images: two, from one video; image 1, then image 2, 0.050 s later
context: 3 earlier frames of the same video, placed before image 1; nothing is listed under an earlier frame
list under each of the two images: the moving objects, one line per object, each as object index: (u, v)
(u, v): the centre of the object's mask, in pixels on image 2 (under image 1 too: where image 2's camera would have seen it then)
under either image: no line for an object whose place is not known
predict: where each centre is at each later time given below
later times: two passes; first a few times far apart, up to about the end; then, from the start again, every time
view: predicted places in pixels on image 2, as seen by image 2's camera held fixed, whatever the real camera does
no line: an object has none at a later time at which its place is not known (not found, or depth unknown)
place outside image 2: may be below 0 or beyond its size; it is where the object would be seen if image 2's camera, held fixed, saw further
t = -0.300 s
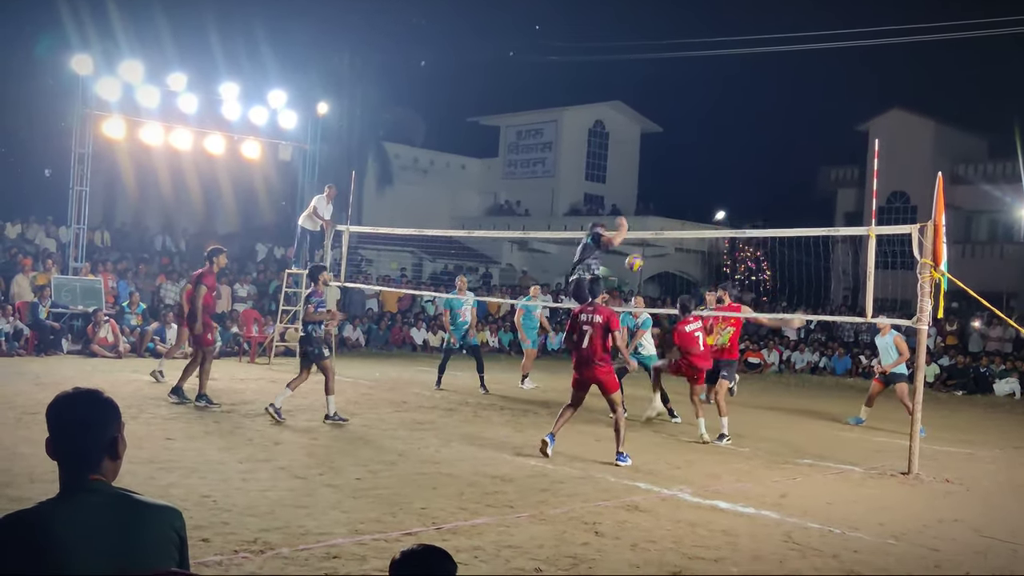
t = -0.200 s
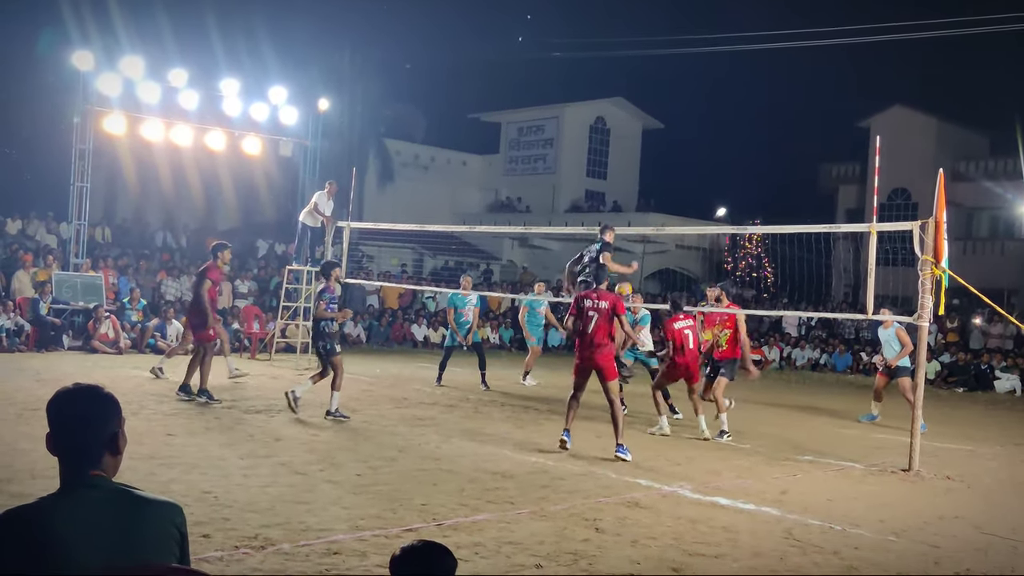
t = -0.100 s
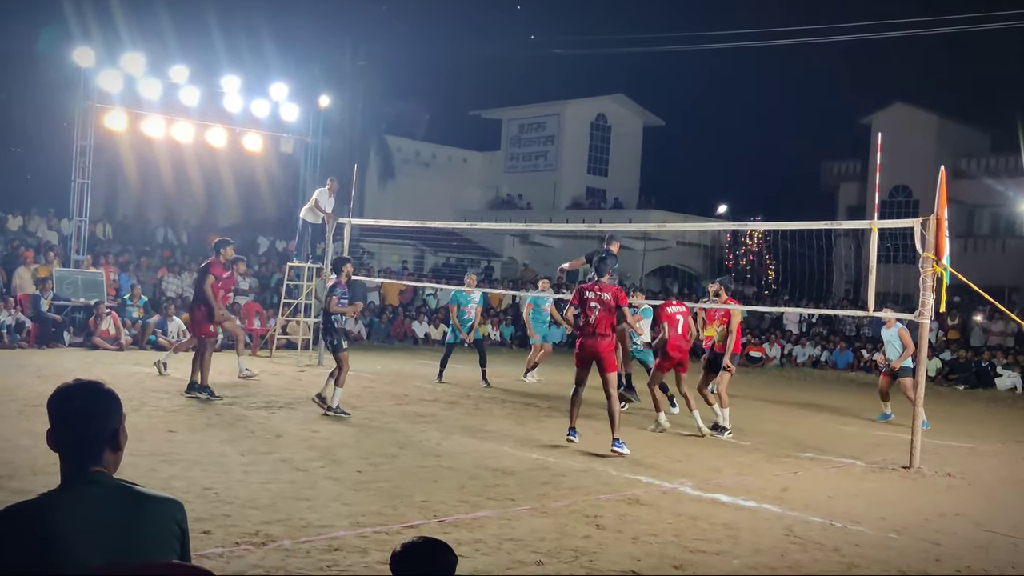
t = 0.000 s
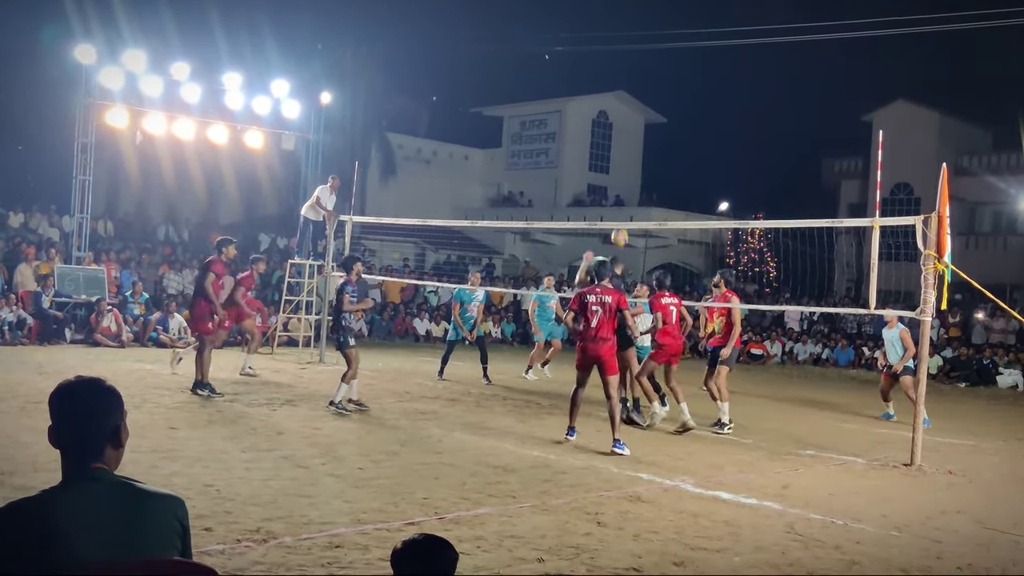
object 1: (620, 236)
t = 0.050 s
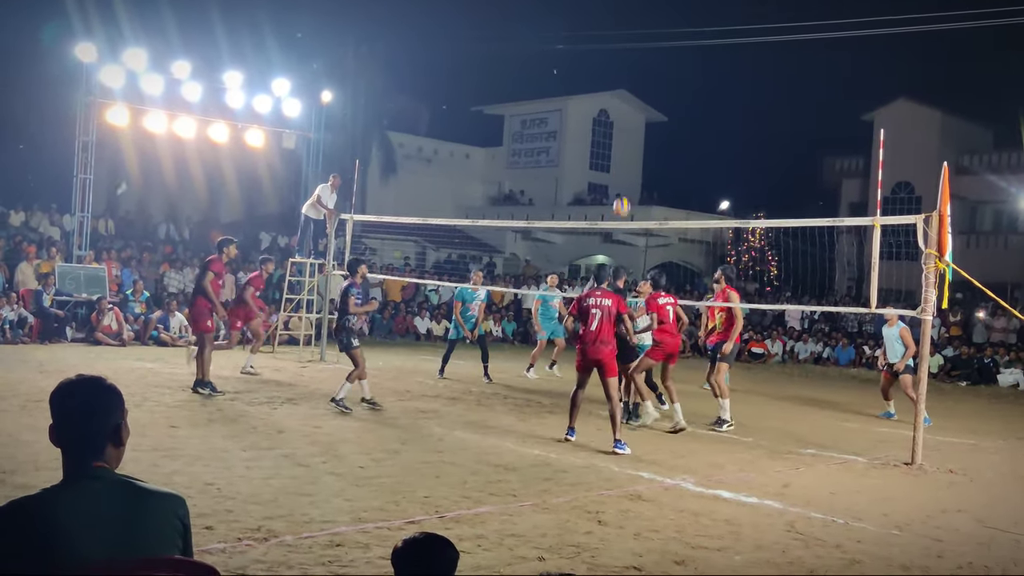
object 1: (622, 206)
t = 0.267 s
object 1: (625, 104)
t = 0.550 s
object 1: (625, 27)
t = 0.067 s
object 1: (622, 197)
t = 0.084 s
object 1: (622, 188)
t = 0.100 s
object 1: (622, 179)
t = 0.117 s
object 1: (623, 171)
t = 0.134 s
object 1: (623, 163)
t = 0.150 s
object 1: (624, 154)
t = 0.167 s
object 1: (624, 147)
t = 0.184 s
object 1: (624, 139)
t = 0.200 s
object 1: (624, 132)
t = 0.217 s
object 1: (624, 124)
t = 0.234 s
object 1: (624, 117)
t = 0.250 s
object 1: (625, 111)
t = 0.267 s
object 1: (625, 104)
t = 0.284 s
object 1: (625, 98)
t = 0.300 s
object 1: (625, 92)
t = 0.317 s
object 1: (625, 86)
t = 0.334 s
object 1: (625, 80)
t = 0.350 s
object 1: (625, 75)
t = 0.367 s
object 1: (625, 70)
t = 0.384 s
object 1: (625, 65)
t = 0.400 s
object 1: (626, 60)
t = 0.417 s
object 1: (626, 55)
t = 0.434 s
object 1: (626, 51)
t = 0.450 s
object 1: (626, 47)
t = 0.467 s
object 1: (626, 43)
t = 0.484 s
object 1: (626, 40)
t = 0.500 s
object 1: (626, 36)
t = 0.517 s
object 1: (626, 33)
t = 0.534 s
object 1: (625, 30)
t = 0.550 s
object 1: (625, 27)
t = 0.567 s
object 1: (625, 25)
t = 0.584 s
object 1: (625, 22)
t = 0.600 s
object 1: (625, 20)
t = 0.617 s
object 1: (625, 18)
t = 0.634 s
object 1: (624, 17)
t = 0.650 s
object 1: (624, 16)
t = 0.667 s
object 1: (624, 16)
